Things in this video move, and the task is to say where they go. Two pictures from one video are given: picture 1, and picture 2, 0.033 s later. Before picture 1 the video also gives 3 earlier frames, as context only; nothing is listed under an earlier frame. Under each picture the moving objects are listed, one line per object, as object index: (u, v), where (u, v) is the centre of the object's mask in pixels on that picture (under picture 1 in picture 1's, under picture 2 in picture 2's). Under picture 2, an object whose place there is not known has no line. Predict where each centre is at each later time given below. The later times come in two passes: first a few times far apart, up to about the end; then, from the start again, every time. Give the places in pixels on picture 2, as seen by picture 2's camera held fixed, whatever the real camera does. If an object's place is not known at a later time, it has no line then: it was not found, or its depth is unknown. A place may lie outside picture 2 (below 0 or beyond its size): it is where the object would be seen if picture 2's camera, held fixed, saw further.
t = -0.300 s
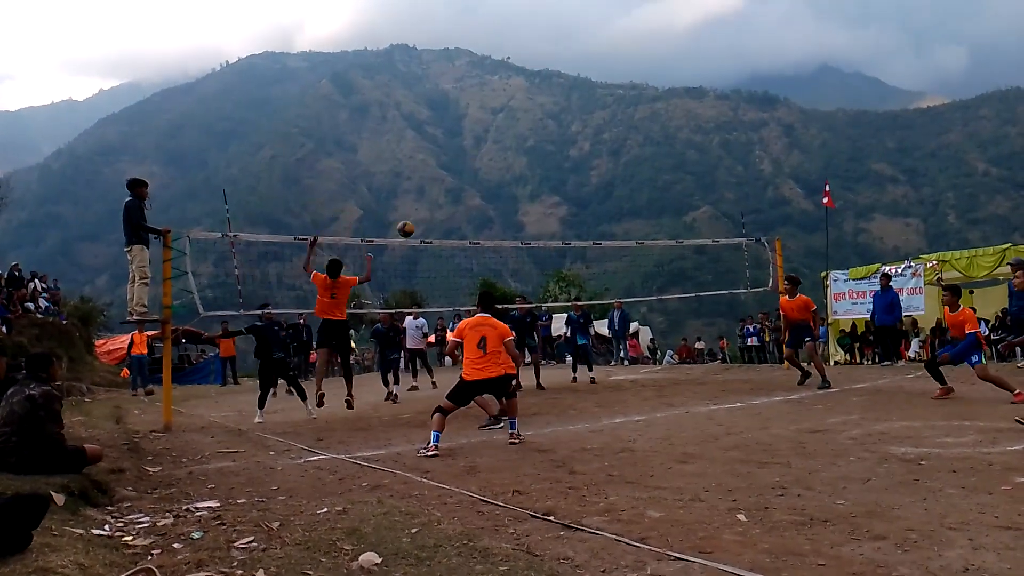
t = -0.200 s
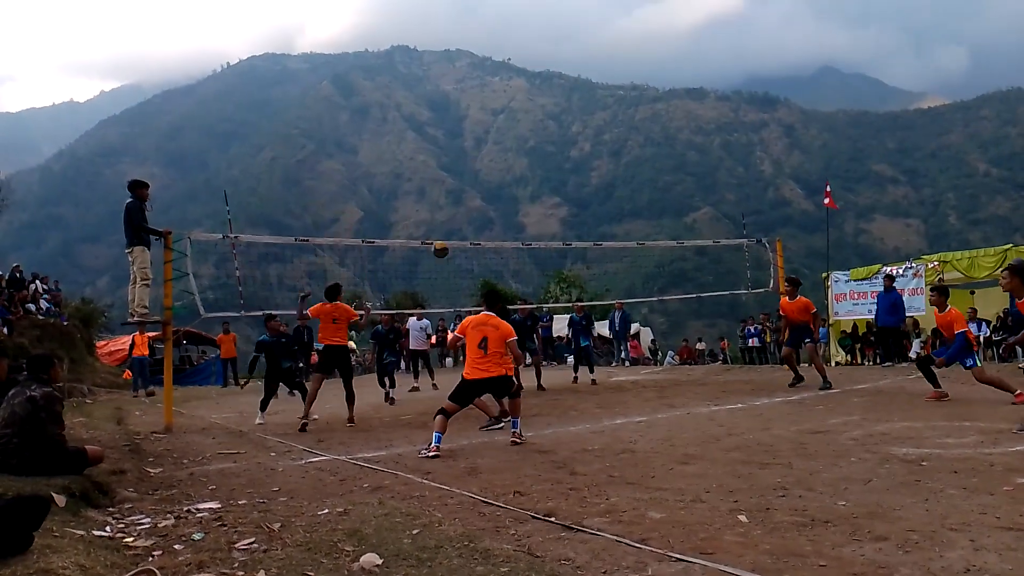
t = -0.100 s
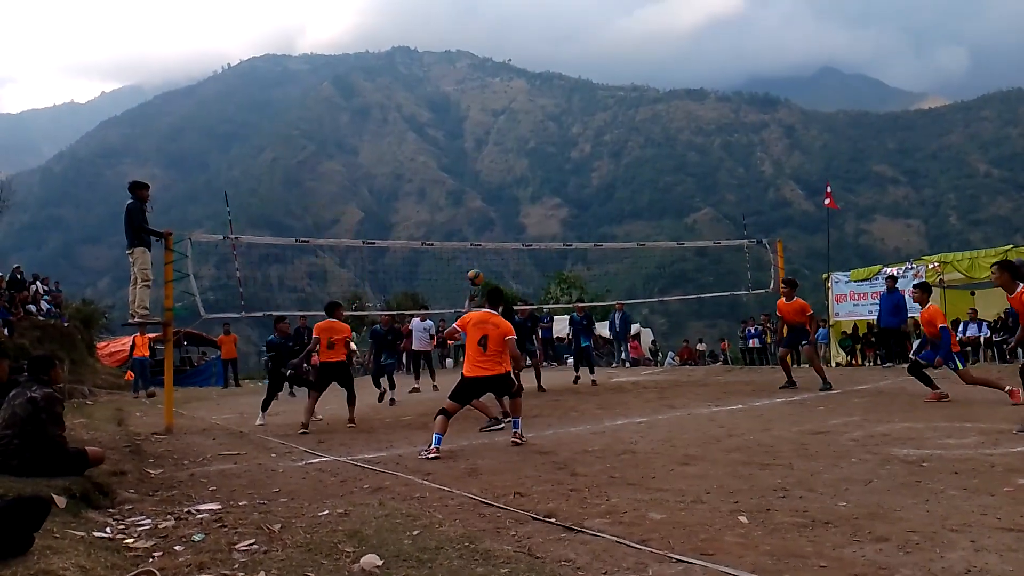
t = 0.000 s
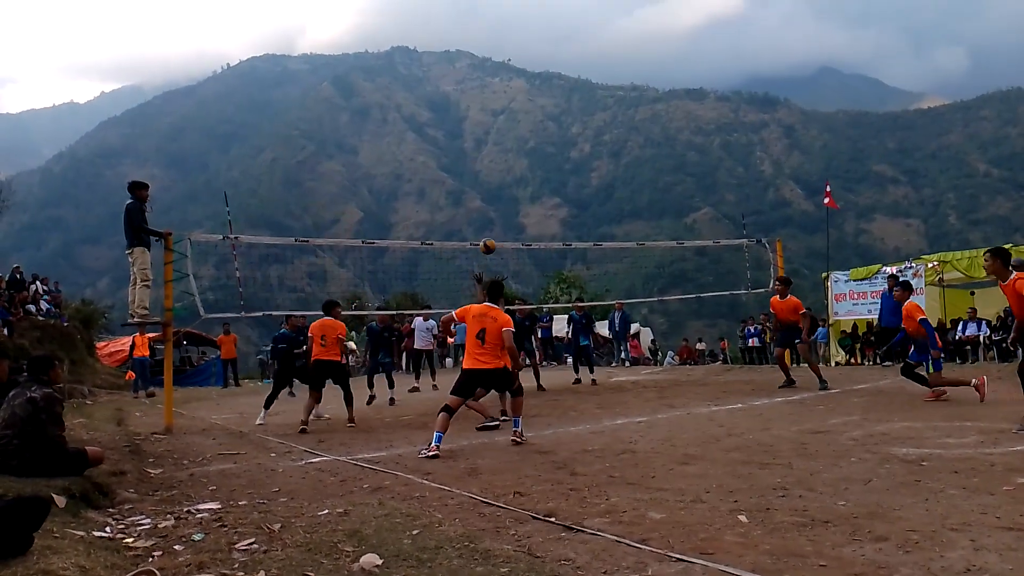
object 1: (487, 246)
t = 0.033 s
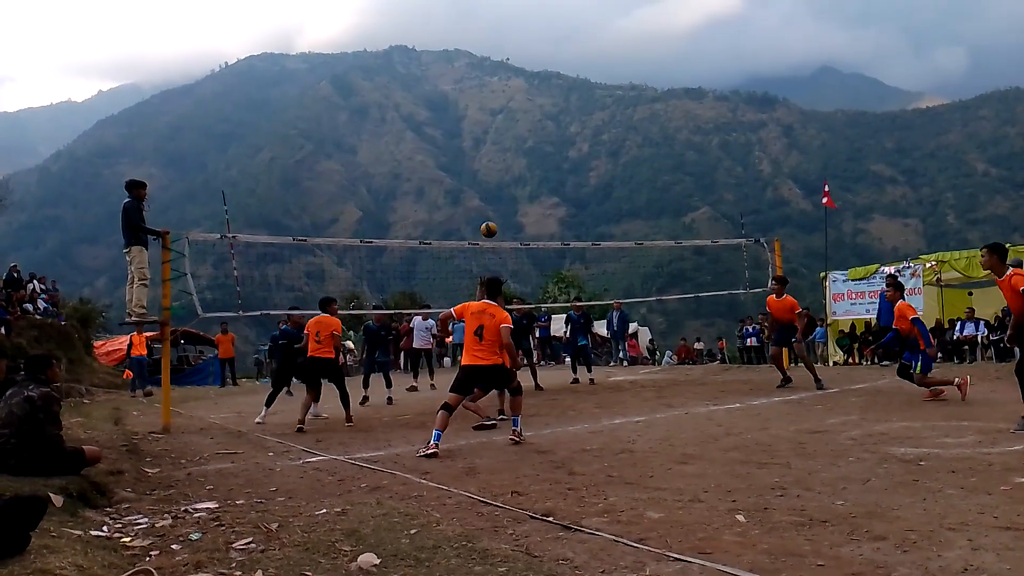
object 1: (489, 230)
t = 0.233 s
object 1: (506, 156)
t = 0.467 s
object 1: (527, 113)
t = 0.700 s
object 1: (548, 111)
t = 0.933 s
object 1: (570, 148)
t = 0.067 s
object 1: (492, 215)
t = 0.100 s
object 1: (495, 201)
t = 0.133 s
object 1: (498, 188)
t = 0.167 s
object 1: (501, 177)
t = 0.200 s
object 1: (503, 166)
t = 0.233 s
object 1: (506, 156)
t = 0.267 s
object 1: (508, 147)
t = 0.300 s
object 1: (511, 139)
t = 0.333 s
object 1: (515, 132)
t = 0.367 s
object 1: (518, 127)
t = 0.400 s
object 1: (521, 121)
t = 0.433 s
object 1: (524, 117)
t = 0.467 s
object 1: (527, 113)
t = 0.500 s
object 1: (530, 110)
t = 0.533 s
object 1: (532, 109)
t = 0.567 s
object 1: (536, 108)
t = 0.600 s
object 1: (539, 107)
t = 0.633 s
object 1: (542, 108)
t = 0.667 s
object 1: (545, 109)
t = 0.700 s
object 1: (548, 111)
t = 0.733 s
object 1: (552, 114)
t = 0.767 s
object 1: (554, 118)
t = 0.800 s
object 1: (558, 122)
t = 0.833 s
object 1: (561, 128)
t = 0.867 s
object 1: (564, 134)
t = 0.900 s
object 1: (567, 141)
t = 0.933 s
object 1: (570, 148)
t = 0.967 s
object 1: (574, 156)
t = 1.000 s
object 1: (577, 165)
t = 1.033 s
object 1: (580, 174)
